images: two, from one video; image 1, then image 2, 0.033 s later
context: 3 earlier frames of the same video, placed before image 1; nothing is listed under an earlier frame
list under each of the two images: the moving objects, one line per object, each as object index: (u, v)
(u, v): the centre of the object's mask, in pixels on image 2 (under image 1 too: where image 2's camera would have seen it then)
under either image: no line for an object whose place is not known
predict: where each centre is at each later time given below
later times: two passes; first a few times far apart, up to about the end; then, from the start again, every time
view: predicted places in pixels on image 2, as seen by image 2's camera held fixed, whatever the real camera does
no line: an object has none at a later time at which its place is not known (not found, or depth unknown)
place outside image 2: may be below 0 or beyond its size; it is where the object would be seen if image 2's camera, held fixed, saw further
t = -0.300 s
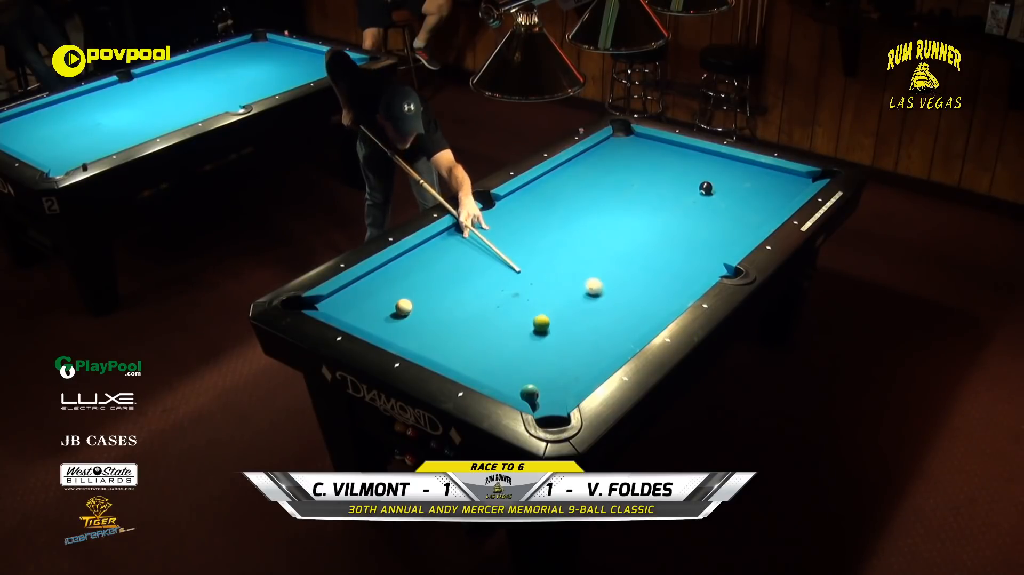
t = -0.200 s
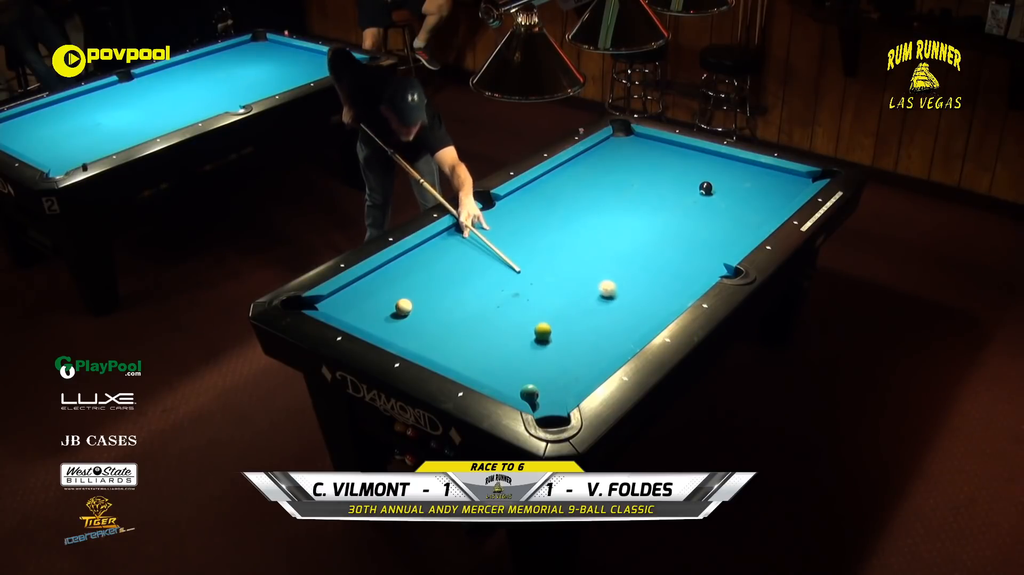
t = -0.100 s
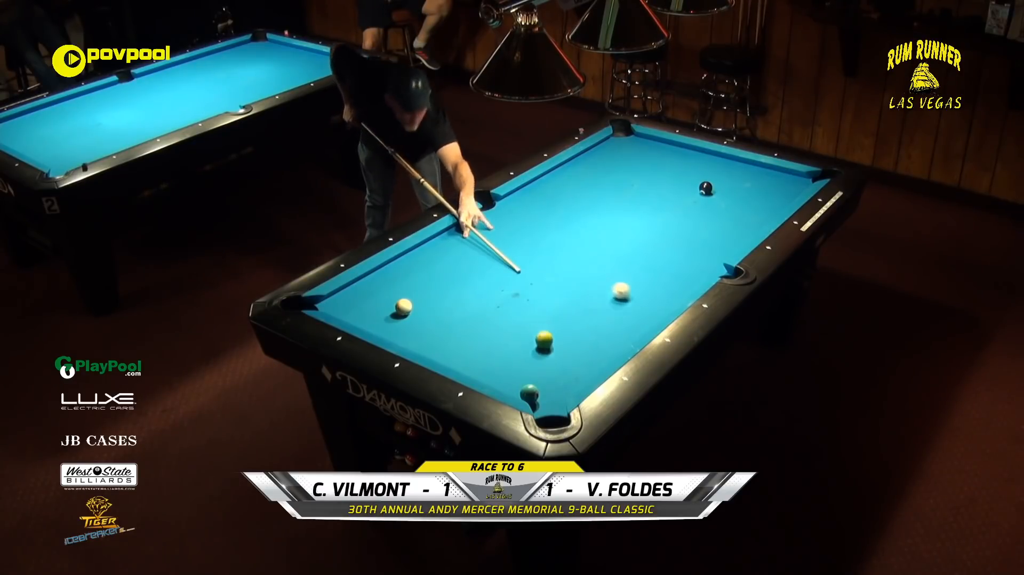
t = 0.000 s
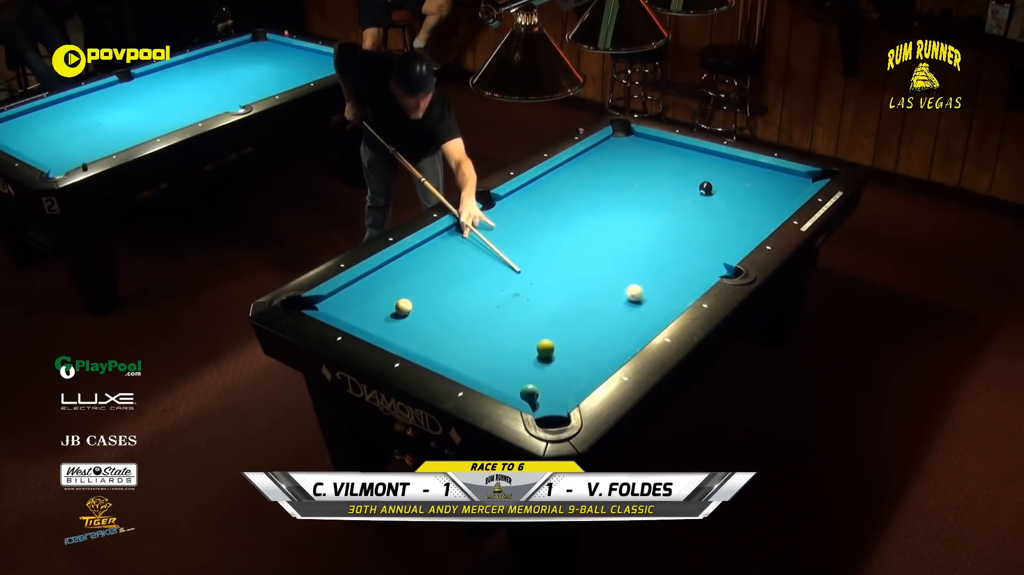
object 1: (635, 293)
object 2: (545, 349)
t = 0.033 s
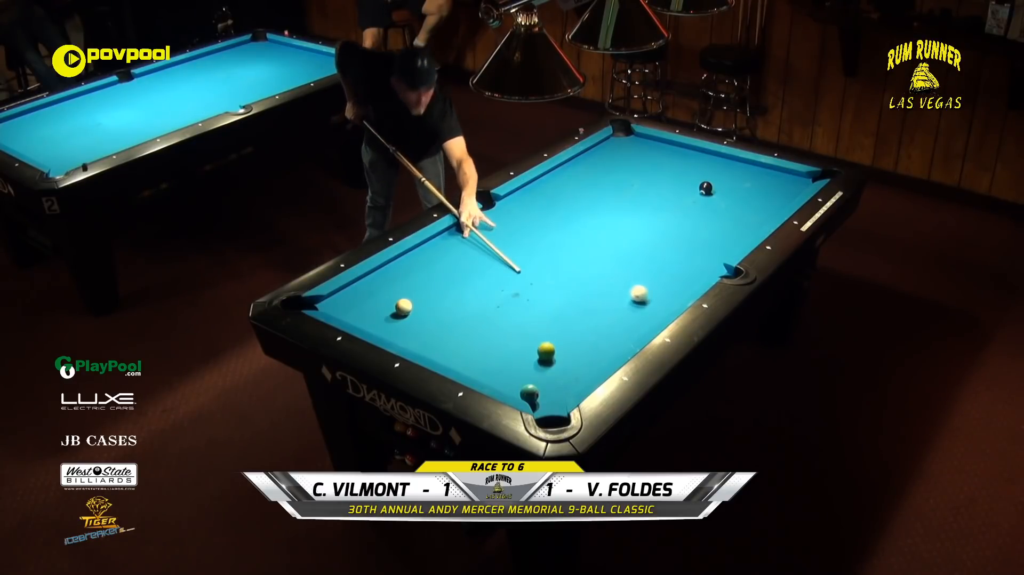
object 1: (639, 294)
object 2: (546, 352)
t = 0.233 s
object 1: (665, 298)
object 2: (549, 369)
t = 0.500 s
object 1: (663, 291)
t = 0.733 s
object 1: (652, 284)
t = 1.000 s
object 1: (641, 276)
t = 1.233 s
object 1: (633, 271)
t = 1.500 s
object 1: (624, 265)
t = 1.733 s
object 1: (618, 260)
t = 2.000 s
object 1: (611, 256)
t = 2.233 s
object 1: (607, 253)
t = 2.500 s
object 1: (603, 250)
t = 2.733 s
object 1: (599, 247)
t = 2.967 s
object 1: (597, 246)
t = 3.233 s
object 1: (594, 245)
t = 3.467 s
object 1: (593, 244)
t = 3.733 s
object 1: (593, 244)
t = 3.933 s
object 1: (593, 244)
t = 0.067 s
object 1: (643, 295)
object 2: (547, 355)
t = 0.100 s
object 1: (648, 295)
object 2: (547, 357)
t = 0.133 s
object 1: (652, 296)
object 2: (548, 360)
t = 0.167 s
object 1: (657, 296)
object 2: (548, 363)
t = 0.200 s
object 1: (661, 297)
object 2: (548, 366)
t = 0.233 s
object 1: (665, 298)
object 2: (549, 369)
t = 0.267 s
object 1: (669, 298)
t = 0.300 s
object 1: (672, 297)
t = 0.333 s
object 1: (671, 297)
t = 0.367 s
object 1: (669, 296)
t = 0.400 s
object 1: (668, 295)
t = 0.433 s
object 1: (666, 294)
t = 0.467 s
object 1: (665, 293)
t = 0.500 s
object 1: (663, 291)
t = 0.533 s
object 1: (661, 290)
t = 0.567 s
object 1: (660, 289)
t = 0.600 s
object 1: (658, 288)
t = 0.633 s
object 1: (656, 287)
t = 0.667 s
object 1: (655, 286)
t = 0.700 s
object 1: (653, 285)
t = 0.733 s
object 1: (652, 284)
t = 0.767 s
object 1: (650, 283)
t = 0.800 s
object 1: (649, 282)
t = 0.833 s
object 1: (648, 281)
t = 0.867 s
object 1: (647, 280)
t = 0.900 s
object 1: (645, 279)
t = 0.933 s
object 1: (643, 278)
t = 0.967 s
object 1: (642, 277)
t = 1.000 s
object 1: (641, 276)
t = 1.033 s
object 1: (640, 276)
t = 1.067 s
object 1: (639, 275)
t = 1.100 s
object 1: (637, 274)
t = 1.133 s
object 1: (636, 273)
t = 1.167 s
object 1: (635, 272)
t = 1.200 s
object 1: (634, 271)
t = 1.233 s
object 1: (633, 271)
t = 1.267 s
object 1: (631, 270)
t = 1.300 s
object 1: (630, 269)
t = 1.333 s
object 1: (630, 268)
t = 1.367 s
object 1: (628, 267)
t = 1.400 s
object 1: (627, 267)
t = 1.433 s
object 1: (626, 266)
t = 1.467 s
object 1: (625, 265)
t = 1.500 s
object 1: (624, 265)
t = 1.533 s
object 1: (623, 264)
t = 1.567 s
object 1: (622, 263)
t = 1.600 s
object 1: (622, 263)
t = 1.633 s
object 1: (621, 262)
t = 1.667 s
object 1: (620, 261)
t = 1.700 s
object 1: (619, 261)
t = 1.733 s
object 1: (618, 260)
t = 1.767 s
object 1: (617, 260)
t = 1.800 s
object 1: (616, 259)
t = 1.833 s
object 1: (615, 258)
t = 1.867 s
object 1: (615, 258)
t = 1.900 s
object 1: (614, 257)
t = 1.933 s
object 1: (613, 257)
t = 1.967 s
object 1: (612, 256)
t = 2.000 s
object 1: (611, 256)
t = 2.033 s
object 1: (611, 255)
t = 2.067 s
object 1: (610, 255)
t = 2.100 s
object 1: (609, 254)
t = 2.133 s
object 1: (609, 254)
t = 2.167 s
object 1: (608, 253)
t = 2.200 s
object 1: (608, 253)
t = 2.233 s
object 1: (607, 253)
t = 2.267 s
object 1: (606, 252)
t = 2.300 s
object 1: (606, 252)
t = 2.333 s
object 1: (605, 251)
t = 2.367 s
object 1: (605, 251)
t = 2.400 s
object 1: (604, 251)
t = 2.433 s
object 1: (604, 250)
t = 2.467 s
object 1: (603, 250)
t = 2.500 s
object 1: (603, 250)
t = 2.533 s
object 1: (602, 249)
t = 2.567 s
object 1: (602, 249)
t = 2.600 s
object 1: (601, 248)
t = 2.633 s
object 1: (601, 248)
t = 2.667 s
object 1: (600, 248)
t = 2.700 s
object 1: (600, 248)
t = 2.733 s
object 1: (599, 247)
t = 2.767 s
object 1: (599, 247)
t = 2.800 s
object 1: (598, 247)
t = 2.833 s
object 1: (598, 247)
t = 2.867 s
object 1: (598, 246)
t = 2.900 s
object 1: (597, 246)
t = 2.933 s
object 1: (597, 246)
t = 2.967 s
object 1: (597, 246)
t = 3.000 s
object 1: (596, 246)
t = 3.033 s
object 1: (596, 246)
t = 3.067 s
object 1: (596, 245)
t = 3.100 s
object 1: (595, 245)
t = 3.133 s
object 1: (595, 245)
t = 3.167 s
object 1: (595, 245)
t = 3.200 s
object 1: (595, 245)
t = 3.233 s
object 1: (594, 245)
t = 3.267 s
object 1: (594, 245)
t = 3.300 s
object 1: (594, 244)
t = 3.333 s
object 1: (594, 244)
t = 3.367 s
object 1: (594, 244)
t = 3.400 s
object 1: (594, 244)
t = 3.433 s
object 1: (593, 244)
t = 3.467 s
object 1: (593, 244)
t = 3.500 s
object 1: (593, 244)
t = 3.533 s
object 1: (593, 244)
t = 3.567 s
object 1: (593, 244)
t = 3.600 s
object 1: (593, 244)
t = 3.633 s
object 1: (593, 244)
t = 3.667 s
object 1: (593, 244)
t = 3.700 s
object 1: (593, 244)
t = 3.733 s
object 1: (593, 244)
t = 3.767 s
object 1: (593, 244)
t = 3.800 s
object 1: (593, 244)
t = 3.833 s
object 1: (593, 244)
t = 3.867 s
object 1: (593, 244)
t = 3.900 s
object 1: (593, 244)
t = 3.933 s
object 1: (593, 244)
